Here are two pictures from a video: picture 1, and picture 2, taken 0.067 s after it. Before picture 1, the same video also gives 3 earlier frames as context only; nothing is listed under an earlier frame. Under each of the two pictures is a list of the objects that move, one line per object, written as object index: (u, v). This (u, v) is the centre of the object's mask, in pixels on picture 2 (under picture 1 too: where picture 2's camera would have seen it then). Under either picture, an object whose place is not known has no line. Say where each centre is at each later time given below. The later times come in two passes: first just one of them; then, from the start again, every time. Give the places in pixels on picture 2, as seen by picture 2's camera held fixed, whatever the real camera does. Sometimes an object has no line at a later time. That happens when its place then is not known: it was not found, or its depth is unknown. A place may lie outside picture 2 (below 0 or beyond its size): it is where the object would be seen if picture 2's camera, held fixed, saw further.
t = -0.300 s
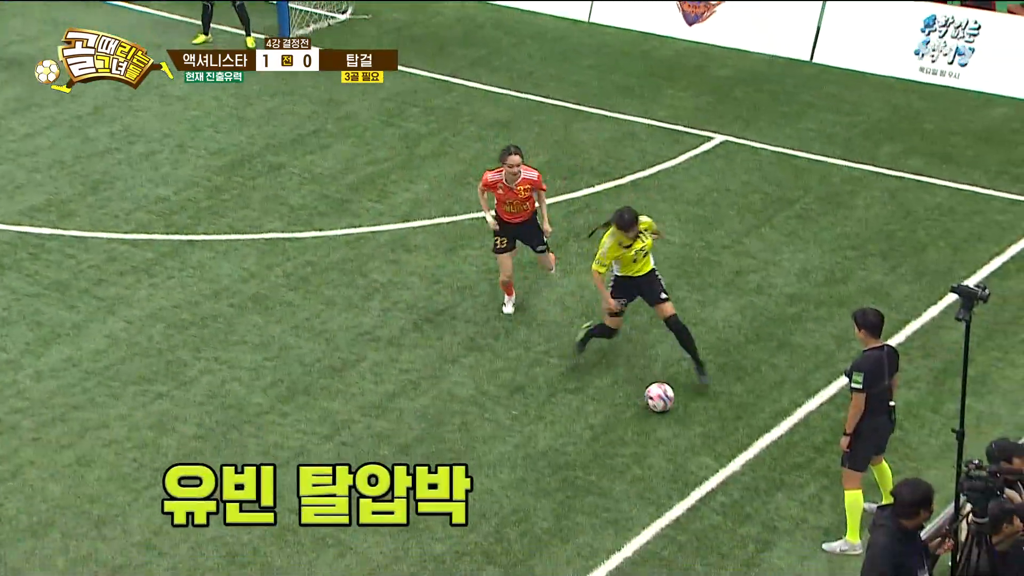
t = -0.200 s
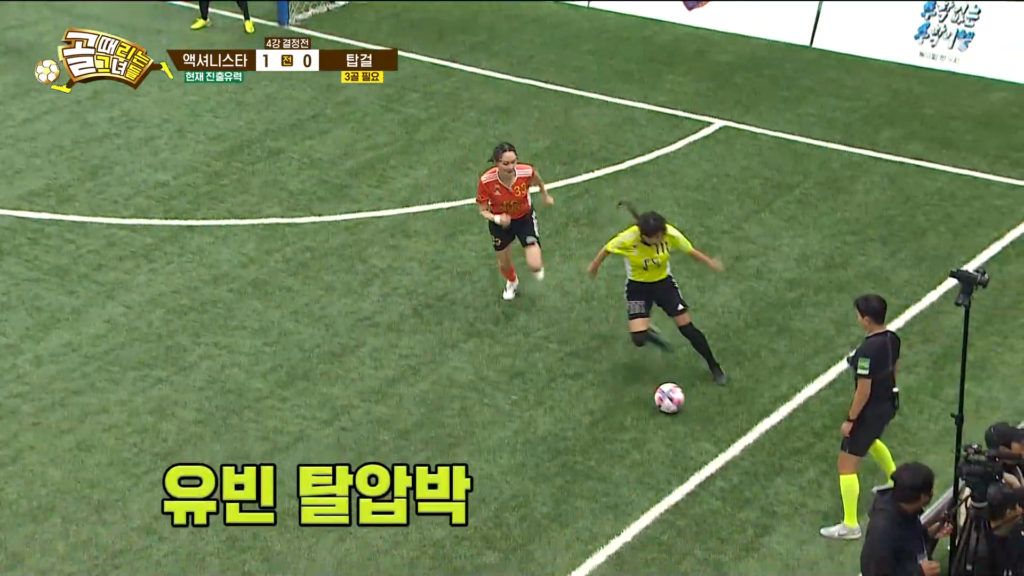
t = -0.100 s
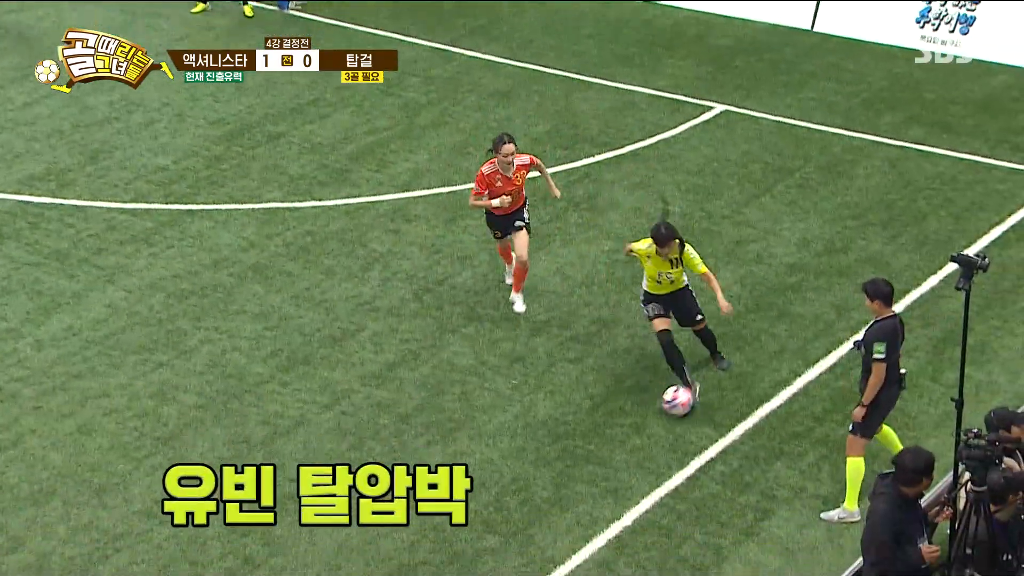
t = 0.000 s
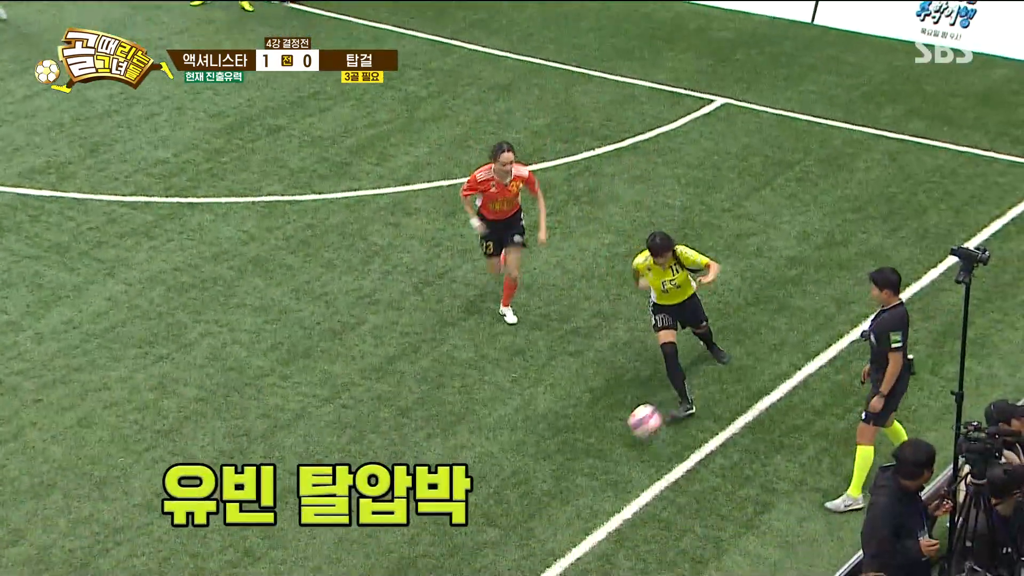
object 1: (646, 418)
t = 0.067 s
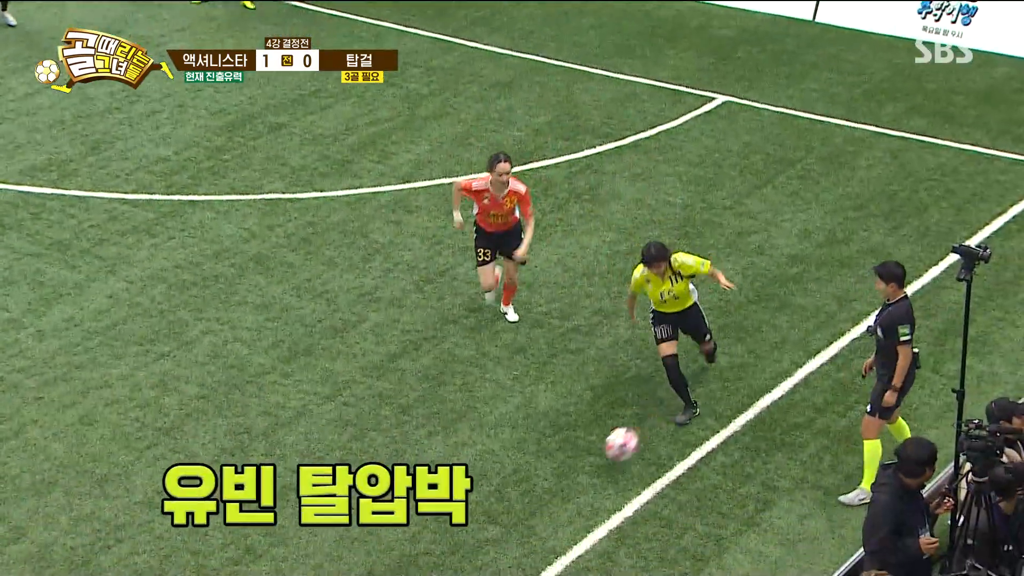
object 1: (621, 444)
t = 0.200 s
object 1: (569, 506)
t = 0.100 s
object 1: (608, 458)
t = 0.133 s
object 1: (594, 475)
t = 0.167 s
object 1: (580, 494)
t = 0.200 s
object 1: (569, 506)
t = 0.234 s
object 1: (559, 514)
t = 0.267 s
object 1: (550, 523)
